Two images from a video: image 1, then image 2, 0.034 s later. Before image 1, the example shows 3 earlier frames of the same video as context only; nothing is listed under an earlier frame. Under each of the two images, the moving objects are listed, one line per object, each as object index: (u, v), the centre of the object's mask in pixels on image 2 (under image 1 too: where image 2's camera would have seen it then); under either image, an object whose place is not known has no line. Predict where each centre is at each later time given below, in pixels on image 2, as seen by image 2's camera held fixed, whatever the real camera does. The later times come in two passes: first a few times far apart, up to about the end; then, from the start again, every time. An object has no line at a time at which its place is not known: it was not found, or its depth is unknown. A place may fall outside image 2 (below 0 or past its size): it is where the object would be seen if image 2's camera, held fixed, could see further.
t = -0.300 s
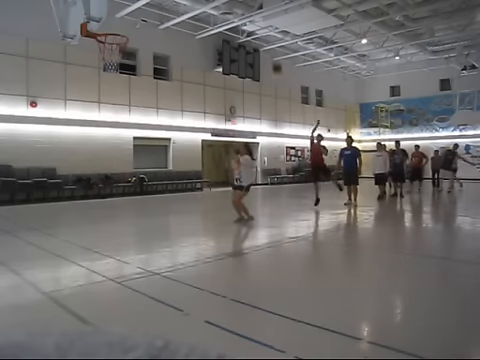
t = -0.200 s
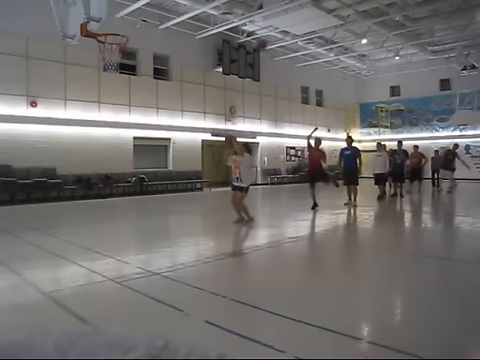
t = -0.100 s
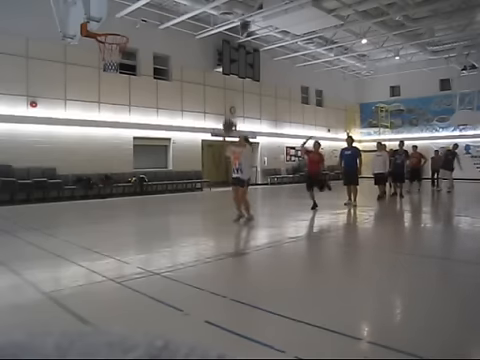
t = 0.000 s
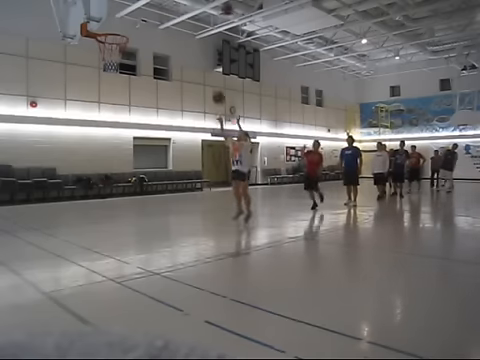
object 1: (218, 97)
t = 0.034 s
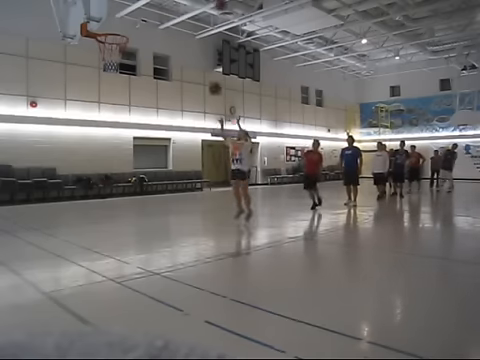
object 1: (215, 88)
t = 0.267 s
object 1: (186, 40)
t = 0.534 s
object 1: (148, 19)
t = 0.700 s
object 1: (123, 31)
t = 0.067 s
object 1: (210, 80)
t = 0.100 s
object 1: (207, 72)
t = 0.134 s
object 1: (203, 65)
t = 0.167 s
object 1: (199, 58)
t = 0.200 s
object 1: (194, 52)
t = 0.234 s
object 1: (190, 46)
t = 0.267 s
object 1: (186, 40)
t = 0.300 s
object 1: (181, 36)
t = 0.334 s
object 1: (177, 31)
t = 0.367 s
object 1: (173, 29)
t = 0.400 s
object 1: (168, 25)
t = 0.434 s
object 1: (163, 23)
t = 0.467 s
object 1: (158, 21)
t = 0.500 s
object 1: (154, 20)
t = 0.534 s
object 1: (148, 19)
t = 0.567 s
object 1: (143, 19)
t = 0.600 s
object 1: (138, 20)
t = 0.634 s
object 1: (133, 22)
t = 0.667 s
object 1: (129, 24)
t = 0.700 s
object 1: (123, 31)
